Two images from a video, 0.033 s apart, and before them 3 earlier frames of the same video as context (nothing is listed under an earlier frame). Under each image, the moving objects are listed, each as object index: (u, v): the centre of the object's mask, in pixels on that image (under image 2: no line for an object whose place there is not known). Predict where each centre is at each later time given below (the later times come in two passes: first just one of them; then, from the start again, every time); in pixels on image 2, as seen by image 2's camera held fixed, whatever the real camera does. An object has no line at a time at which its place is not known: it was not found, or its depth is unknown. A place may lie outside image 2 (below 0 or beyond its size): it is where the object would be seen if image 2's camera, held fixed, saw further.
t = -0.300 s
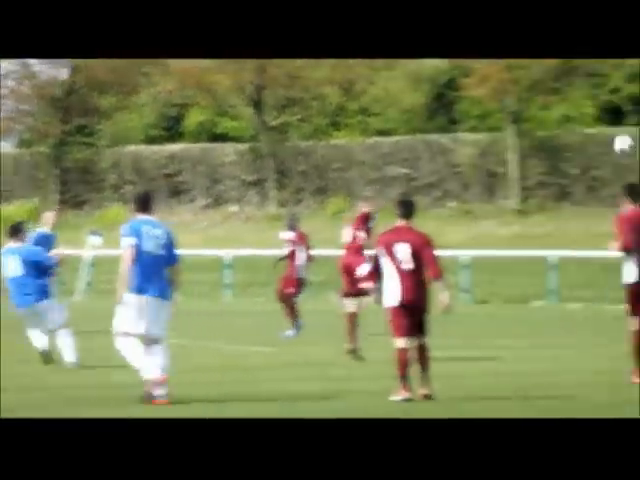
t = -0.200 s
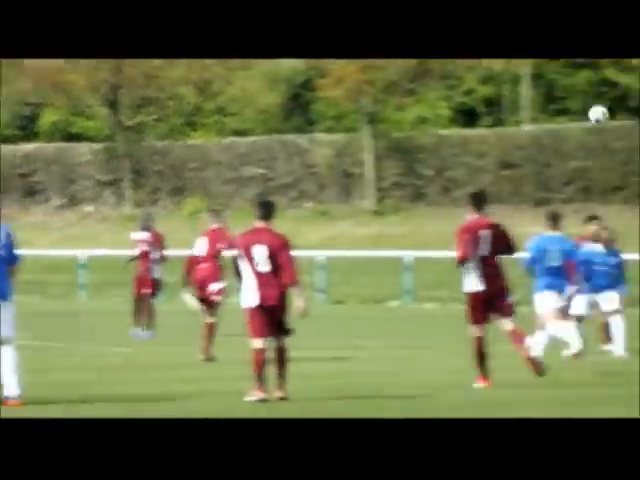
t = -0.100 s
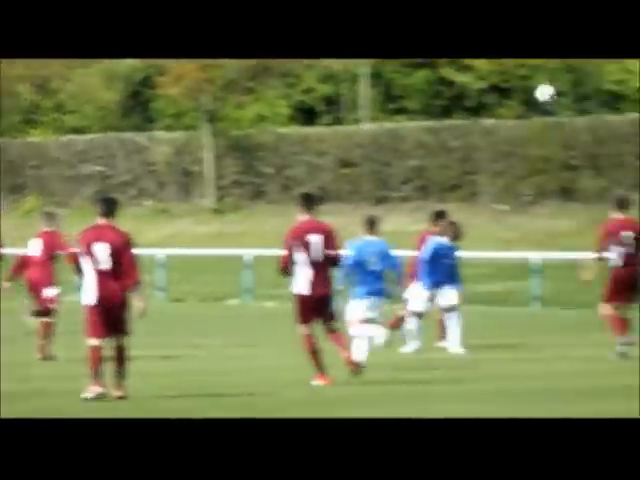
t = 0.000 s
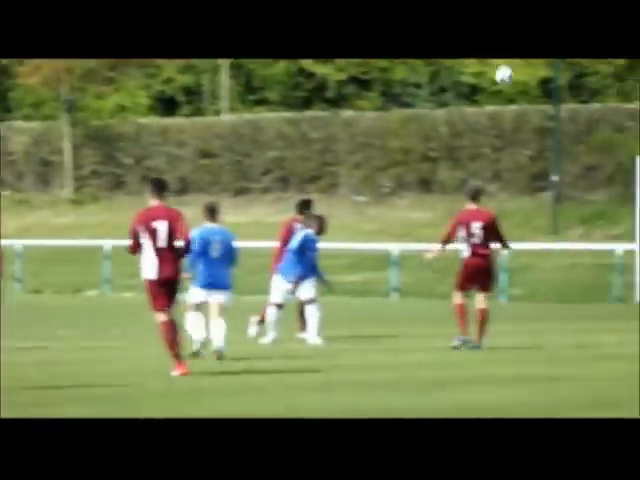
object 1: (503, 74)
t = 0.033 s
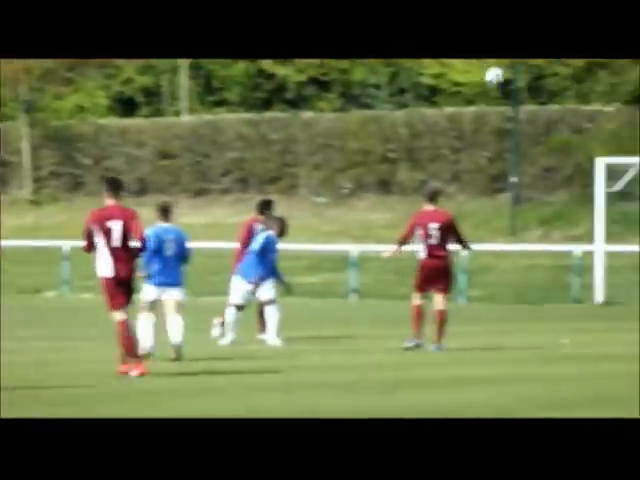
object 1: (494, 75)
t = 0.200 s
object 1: (639, 82)
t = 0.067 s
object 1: (524, 75)
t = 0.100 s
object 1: (554, 74)
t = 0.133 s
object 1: (583, 76)
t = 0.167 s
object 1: (611, 79)
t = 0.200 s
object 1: (639, 82)
